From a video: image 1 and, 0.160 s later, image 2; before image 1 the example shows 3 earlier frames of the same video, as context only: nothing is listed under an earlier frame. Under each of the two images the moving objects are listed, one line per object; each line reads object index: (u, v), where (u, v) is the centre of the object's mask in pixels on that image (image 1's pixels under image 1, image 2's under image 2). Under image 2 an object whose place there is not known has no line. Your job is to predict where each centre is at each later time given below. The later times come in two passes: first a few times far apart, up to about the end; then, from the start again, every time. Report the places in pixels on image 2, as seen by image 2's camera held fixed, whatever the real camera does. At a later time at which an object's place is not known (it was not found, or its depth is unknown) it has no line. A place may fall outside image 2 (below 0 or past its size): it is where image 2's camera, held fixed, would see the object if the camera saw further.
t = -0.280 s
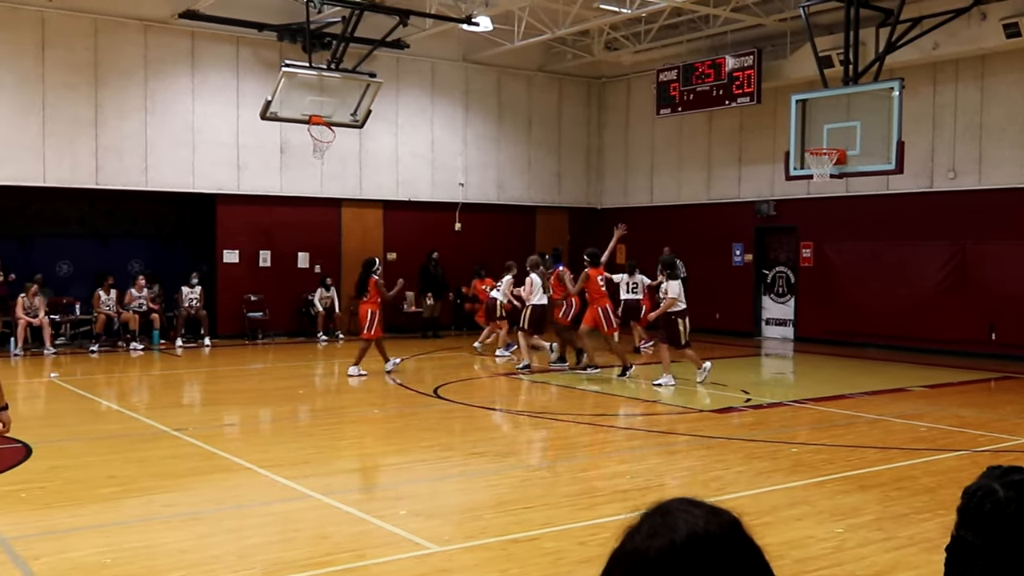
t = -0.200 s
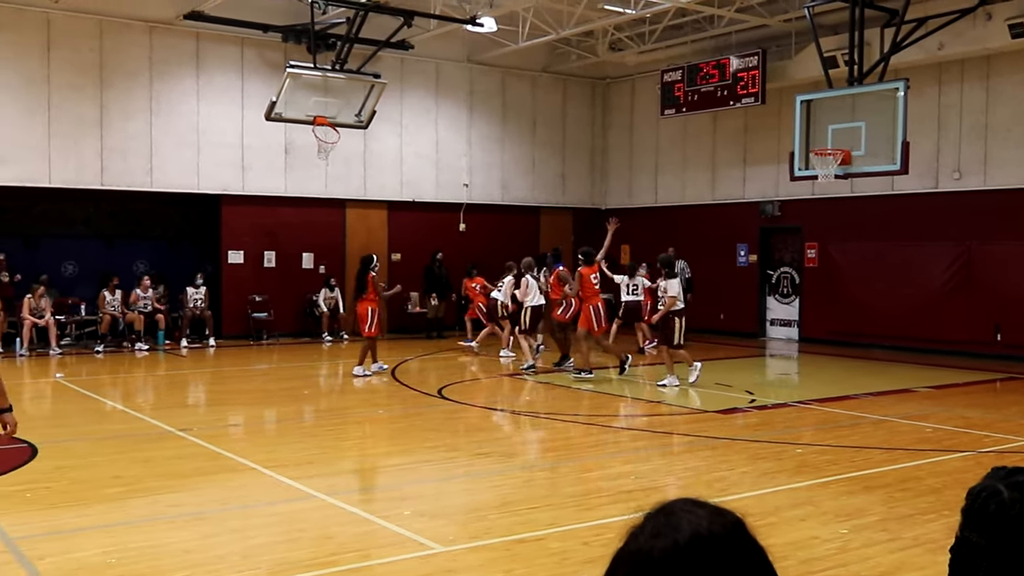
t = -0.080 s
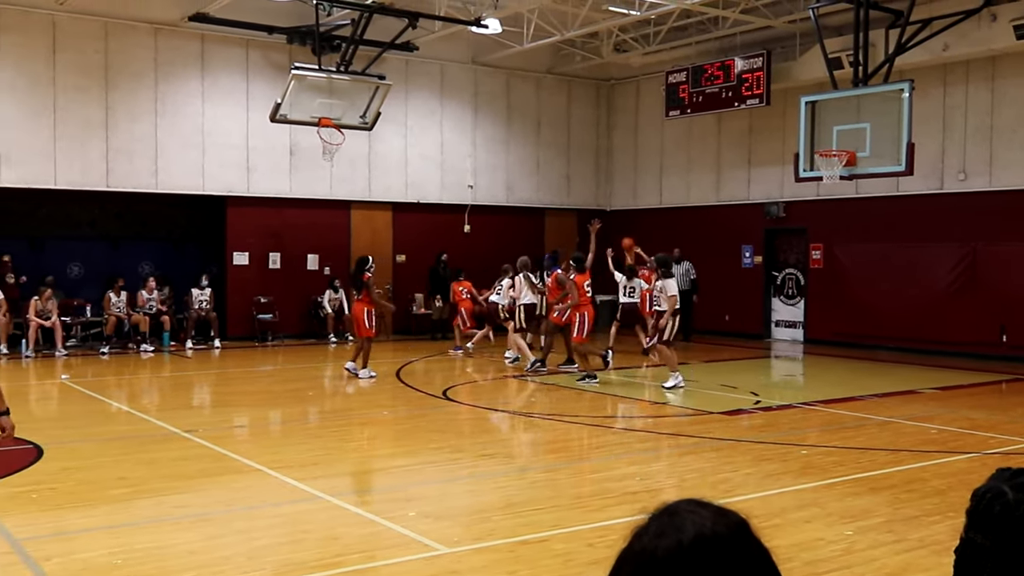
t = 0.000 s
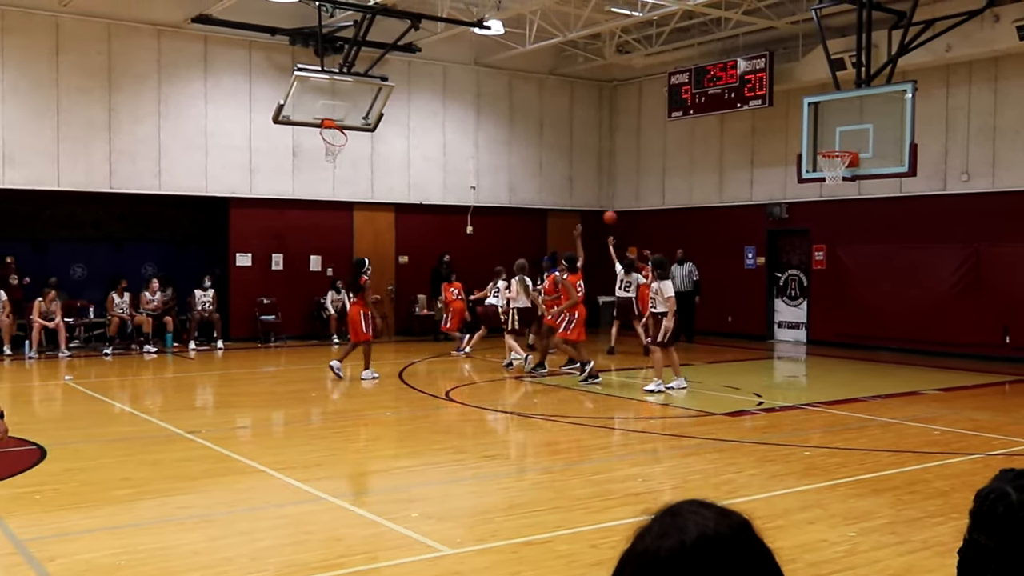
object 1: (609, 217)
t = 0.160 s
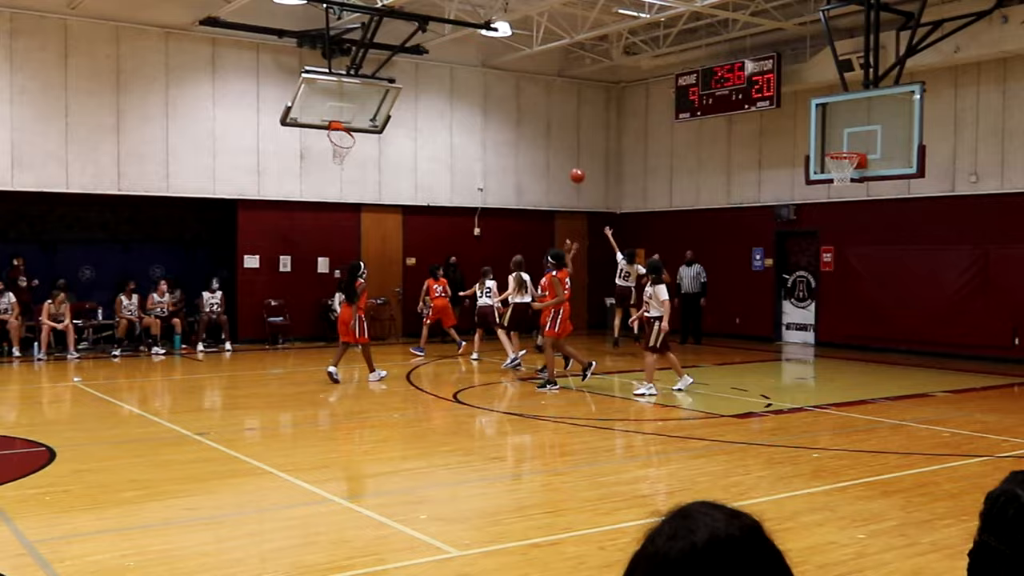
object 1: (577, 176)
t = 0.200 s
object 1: (562, 163)
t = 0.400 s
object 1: (501, 126)
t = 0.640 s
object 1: (418, 109)
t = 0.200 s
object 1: (562, 163)
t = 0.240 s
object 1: (553, 154)
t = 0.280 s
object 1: (543, 148)
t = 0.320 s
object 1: (528, 138)
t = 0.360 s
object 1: (518, 133)
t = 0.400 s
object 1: (501, 126)
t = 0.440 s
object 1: (490, 121)
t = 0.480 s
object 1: (479, 117)
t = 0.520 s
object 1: (461, 114)
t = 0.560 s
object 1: (449, 111)
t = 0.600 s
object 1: (431, 109)
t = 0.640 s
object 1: (418, 109)
